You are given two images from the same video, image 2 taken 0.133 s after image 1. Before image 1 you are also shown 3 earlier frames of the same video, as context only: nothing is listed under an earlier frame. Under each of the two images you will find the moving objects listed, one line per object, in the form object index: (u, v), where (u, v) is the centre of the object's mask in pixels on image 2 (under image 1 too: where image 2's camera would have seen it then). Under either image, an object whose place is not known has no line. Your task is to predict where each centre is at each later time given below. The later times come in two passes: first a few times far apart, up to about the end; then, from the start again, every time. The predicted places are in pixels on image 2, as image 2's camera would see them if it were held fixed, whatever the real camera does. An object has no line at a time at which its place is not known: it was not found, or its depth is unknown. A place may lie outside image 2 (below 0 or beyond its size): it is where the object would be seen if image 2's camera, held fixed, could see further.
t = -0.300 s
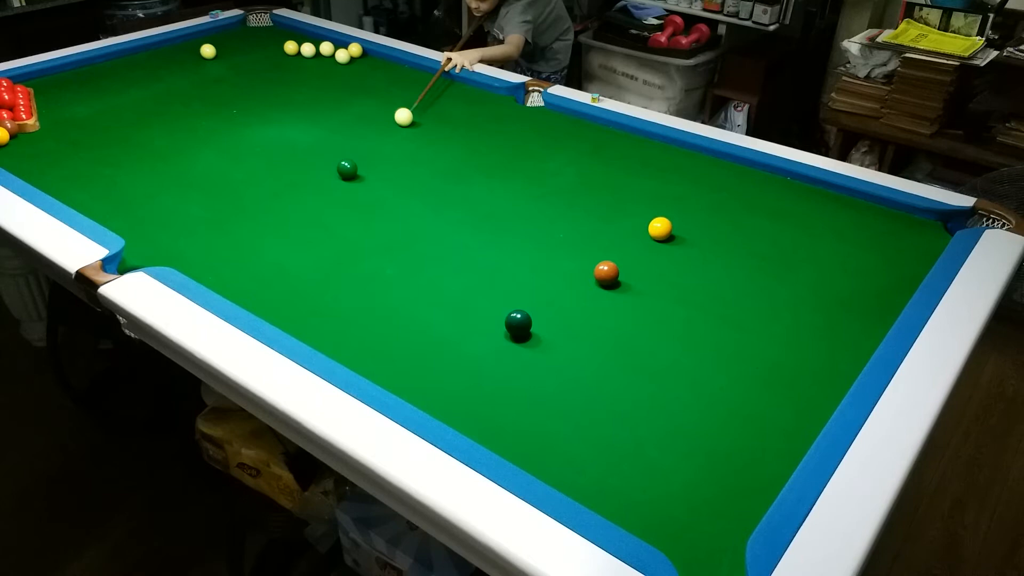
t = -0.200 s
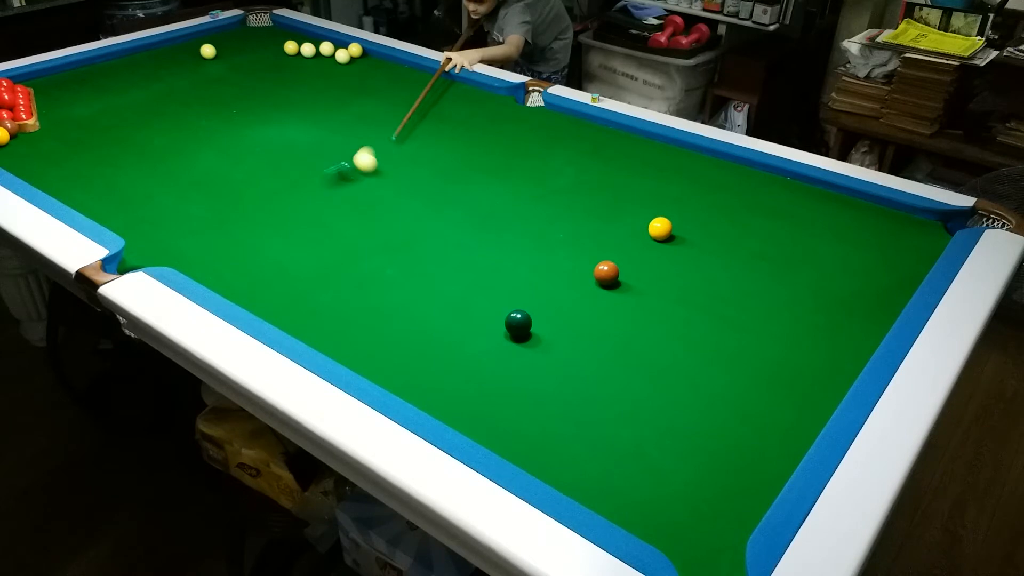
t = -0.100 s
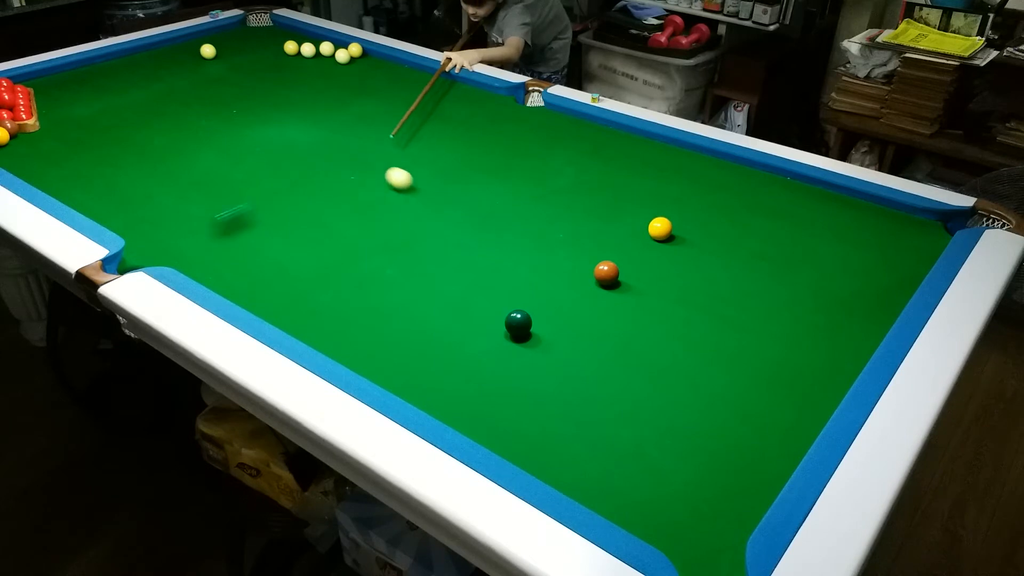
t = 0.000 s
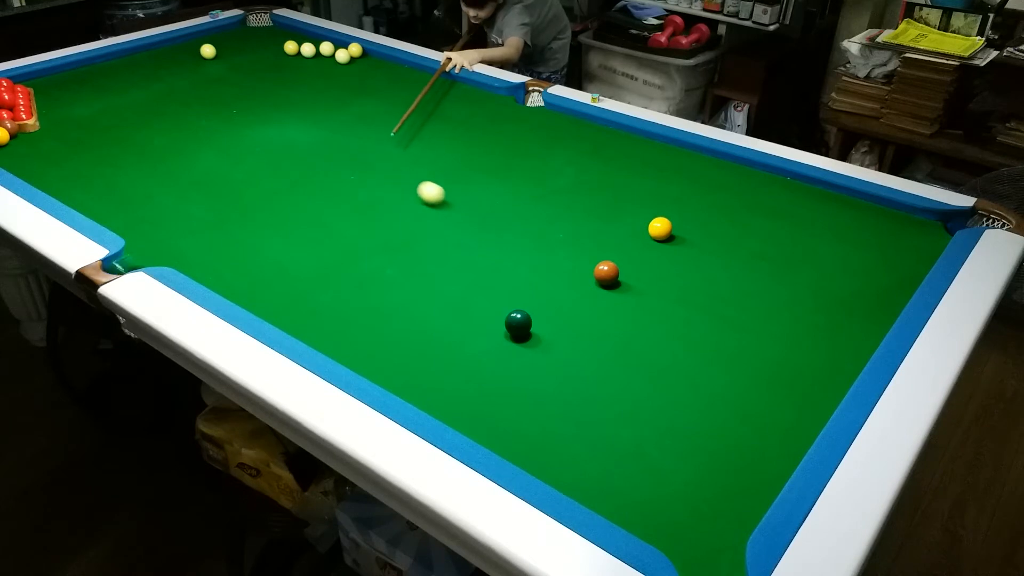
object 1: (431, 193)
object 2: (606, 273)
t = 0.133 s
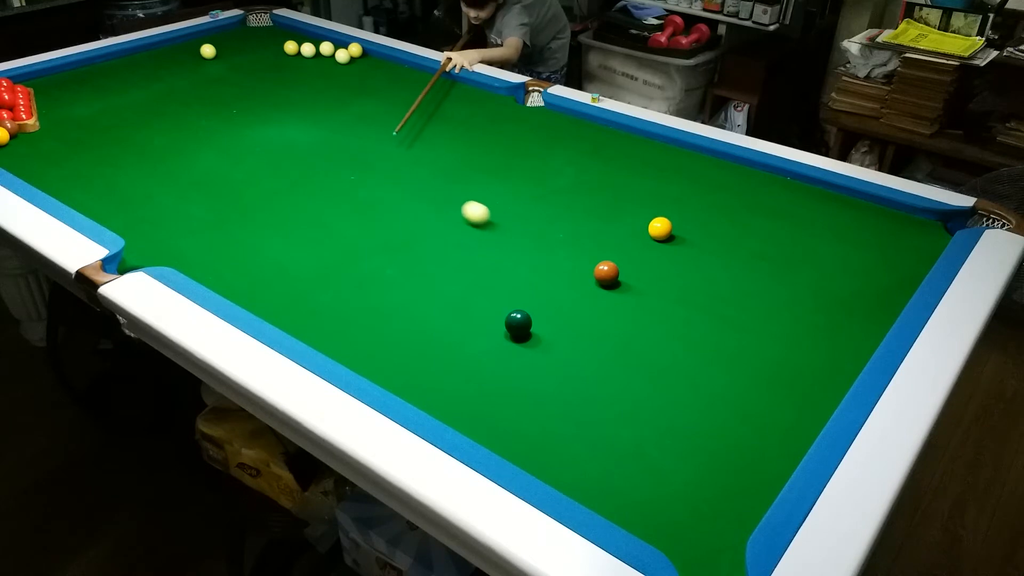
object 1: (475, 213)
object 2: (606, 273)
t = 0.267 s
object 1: (523, 234)
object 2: (606, 273)
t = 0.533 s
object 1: (599, 262)
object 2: (638, 292)
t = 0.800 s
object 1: (637, 267)
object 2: (709, 337)
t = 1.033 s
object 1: (668, 271)
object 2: (776, 381)
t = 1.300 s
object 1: (700, 274)
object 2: (787, 402)
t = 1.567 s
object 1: (728, 278)
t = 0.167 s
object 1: (487, 218)
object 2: (606, 273)
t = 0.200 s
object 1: (499, 223)
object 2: (606, 273)
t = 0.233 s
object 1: (511, 228)
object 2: (606, 273)
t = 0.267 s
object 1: (523, 234)
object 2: (606, 273)
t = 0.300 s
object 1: (536, 239)
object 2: (606, 273)
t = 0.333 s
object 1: (548, 245)
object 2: (606, 273)
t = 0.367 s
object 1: (561, 250)
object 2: (606, 273)
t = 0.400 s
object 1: (574, 256)
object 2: (606, 273)
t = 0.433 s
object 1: (586, 261)
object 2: (607, 274)
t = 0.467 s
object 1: (591, 262)
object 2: (617, 279)
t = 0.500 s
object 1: (595, 262)
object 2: (628, 286)
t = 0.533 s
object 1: (599, 262)
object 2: (638, 292)
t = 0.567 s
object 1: (604, 263)
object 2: (647, 298)
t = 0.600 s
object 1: (609, 264)
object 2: (656, 303)
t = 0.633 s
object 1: (614, 264)
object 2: (664, 309)
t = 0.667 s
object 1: (619, 265)
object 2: (673, 315)
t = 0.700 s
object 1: (623, 265)
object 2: (681, 320)
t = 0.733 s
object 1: (628, 266)
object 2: (690, 326)
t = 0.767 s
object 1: (633, 266)
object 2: (699, 332)
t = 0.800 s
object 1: (637, 267)
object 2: (709, 337)
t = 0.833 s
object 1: (642, 268)
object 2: (718, 343)
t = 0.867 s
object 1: (646, 268)
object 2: (727, 349)
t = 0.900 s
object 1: (650, 269)
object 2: (737, 356)
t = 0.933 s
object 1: (655, 269)
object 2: (746, 362)
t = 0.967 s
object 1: (659, 270)
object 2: (755, 368)
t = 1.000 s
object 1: (663, 270)
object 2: (766, 374)
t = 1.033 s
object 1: (668, 271)
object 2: (776, 381)
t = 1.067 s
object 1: (672, 271)
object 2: (785, 388)
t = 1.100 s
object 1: (676, 272)
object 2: (795, 394)
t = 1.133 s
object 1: (680, 272)
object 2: (805, 401)
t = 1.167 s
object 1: (684, 273)
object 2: (815, 407)
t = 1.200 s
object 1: (688, 273)
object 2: (811, 408)
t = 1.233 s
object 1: (692, 274)
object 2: (803, 406)
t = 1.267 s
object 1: (696, 274)
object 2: (795, 404)
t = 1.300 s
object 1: (700, 274)
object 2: (787, 402)
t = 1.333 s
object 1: (704, 275)
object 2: (779, 400)
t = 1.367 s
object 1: (707, 275)
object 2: (771, 399)
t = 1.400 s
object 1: (711, 276)
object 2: (763, 397)
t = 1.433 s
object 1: (715, 276)
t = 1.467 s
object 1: (718, 276)
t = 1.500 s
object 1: (722, 277)
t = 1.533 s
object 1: (725, 277)
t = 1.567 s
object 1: (728, 278)
